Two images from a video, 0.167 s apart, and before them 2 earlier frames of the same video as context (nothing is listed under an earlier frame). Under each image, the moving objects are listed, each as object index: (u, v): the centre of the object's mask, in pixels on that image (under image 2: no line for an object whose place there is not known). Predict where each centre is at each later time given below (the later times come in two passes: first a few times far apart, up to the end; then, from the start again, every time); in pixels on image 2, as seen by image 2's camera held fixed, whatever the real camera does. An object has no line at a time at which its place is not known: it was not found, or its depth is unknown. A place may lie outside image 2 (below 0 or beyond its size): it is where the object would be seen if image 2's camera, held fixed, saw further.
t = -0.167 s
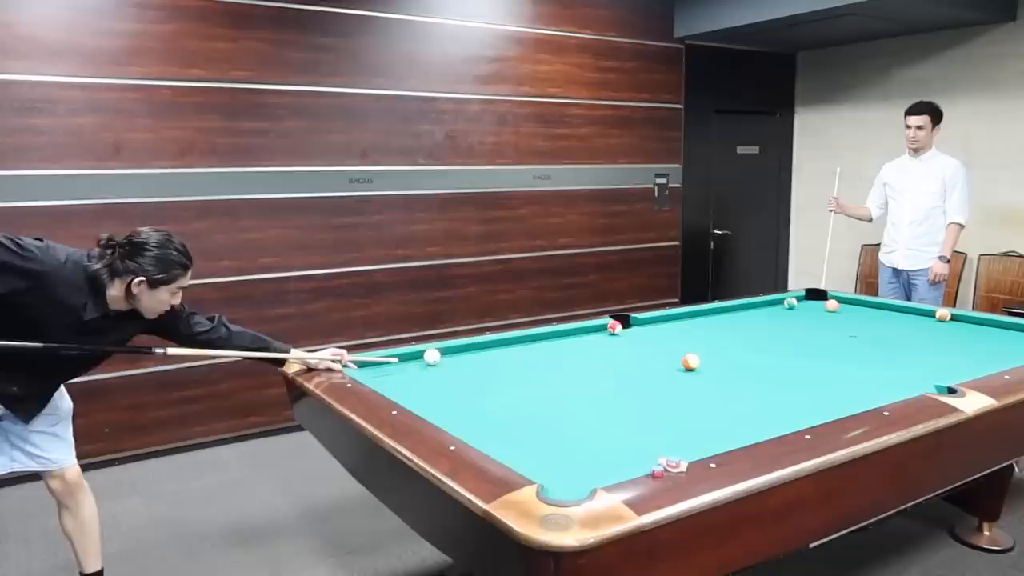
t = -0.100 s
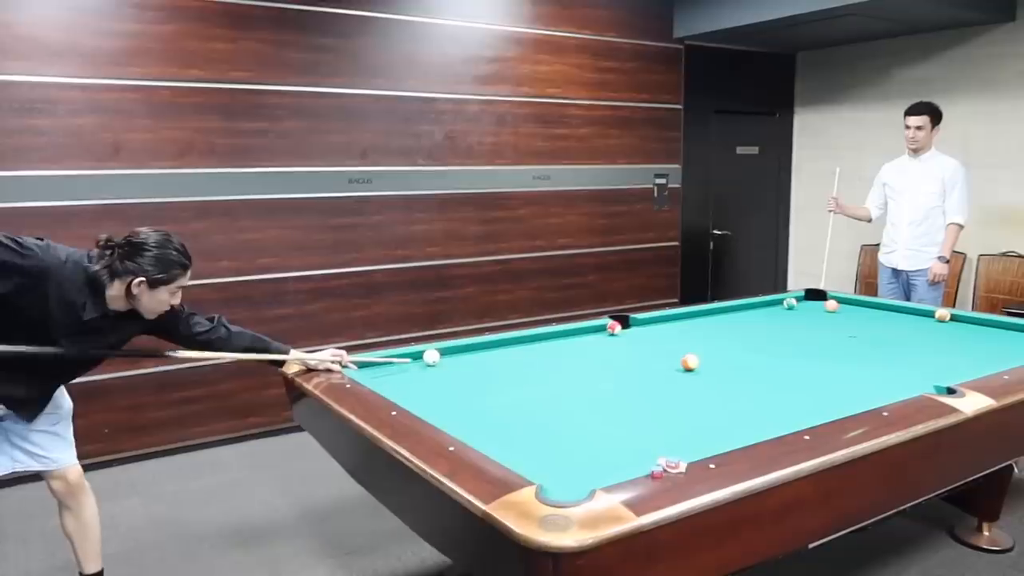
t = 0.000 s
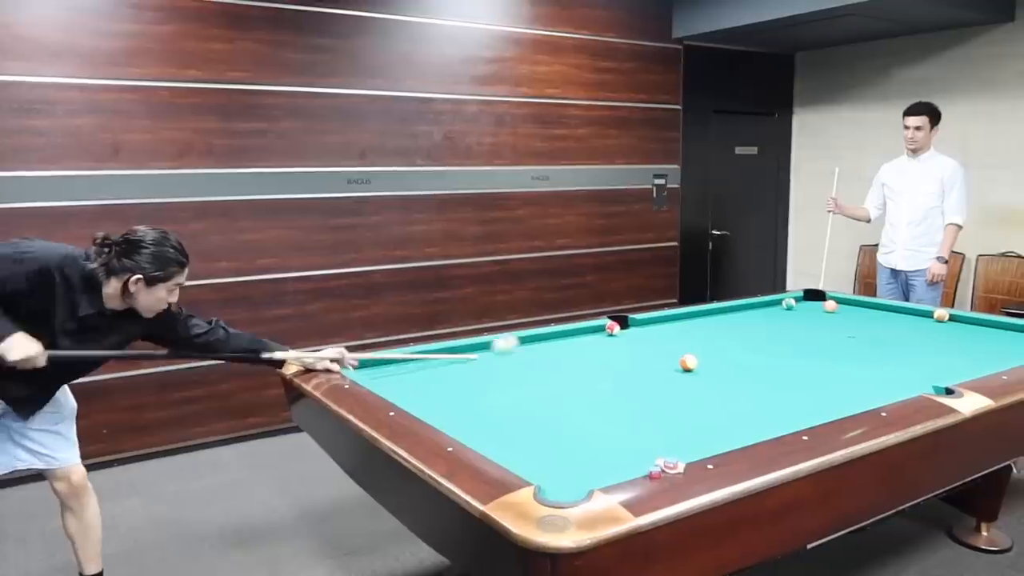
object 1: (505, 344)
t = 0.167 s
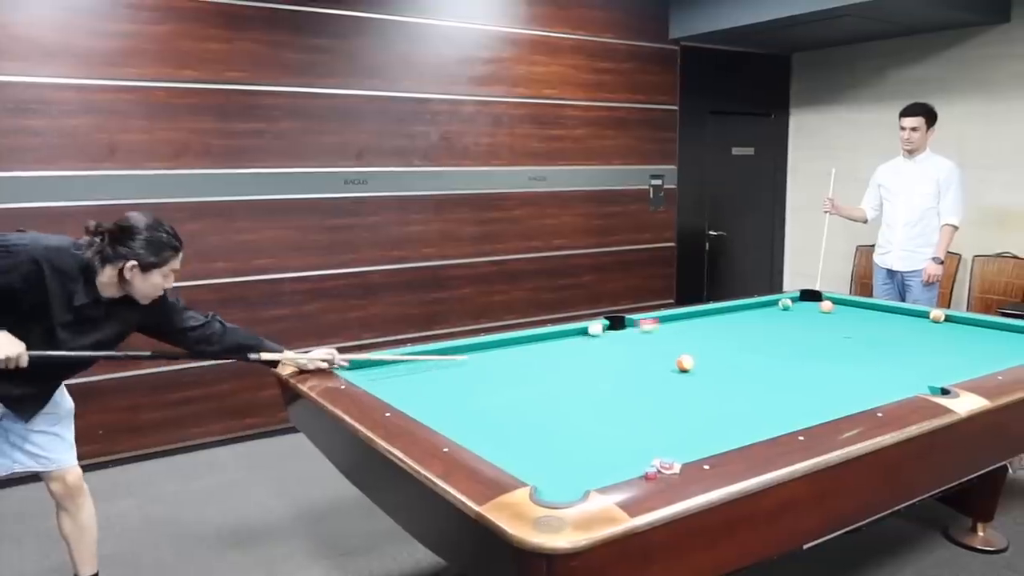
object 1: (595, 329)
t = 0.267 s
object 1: (599, 331)
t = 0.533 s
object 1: (608, 338)
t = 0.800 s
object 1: (617, 345)
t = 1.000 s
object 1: (624, 350)
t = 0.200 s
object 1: (597, 330)
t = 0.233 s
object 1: (598, 331)
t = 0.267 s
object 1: (599, 331)
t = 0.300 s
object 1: (600, 332)
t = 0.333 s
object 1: (601, 333)
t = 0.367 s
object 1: (603, 334)
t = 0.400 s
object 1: (604, 335)
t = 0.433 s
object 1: (605, 335)
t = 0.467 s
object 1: (606, 336)
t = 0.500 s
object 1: (607, 337)
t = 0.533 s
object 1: (608, 338)
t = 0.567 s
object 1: (610, 339)
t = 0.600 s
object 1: (611, 339)
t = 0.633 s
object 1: (612, 340)
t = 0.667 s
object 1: (612, 340)
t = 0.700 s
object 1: (614, 342)
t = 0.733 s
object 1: (615, 343)
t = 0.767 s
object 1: (616, 344)
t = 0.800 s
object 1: (617, 345)
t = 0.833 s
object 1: (618, 346)
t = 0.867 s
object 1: (619, 347)
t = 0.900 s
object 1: (620, 348)
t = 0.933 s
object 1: (621, 349)
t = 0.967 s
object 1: (623, 349)
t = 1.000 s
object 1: (624, 350)
